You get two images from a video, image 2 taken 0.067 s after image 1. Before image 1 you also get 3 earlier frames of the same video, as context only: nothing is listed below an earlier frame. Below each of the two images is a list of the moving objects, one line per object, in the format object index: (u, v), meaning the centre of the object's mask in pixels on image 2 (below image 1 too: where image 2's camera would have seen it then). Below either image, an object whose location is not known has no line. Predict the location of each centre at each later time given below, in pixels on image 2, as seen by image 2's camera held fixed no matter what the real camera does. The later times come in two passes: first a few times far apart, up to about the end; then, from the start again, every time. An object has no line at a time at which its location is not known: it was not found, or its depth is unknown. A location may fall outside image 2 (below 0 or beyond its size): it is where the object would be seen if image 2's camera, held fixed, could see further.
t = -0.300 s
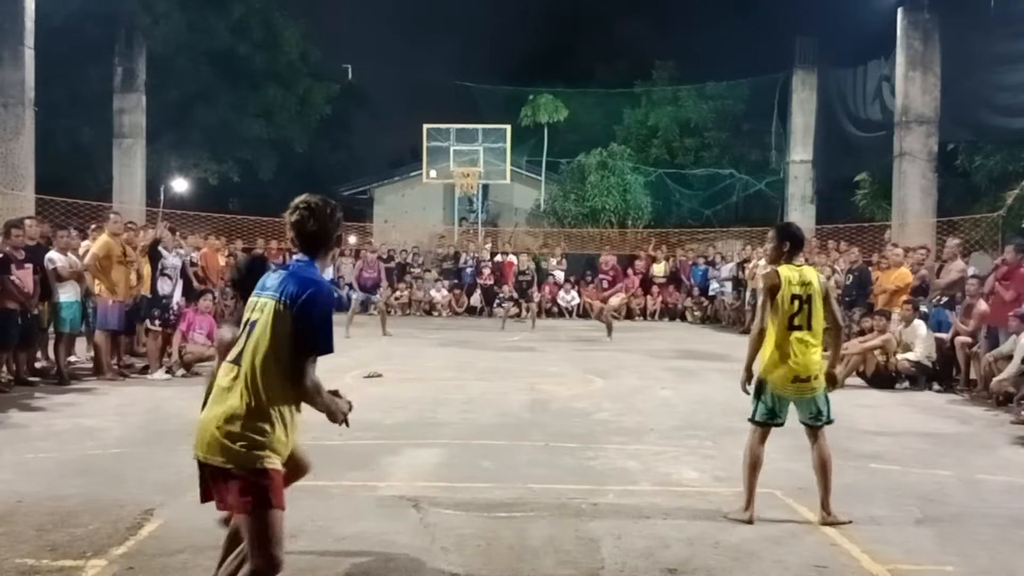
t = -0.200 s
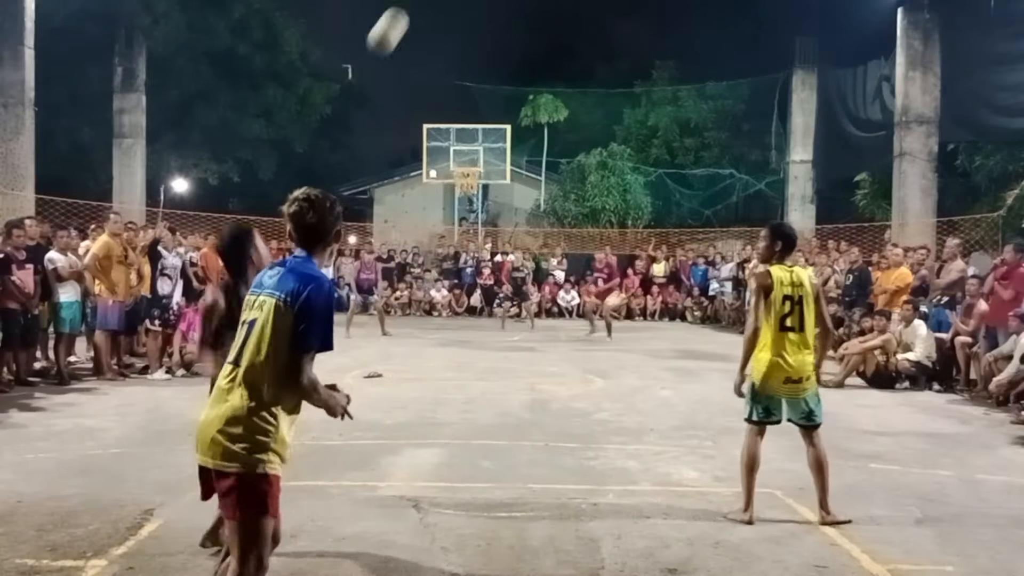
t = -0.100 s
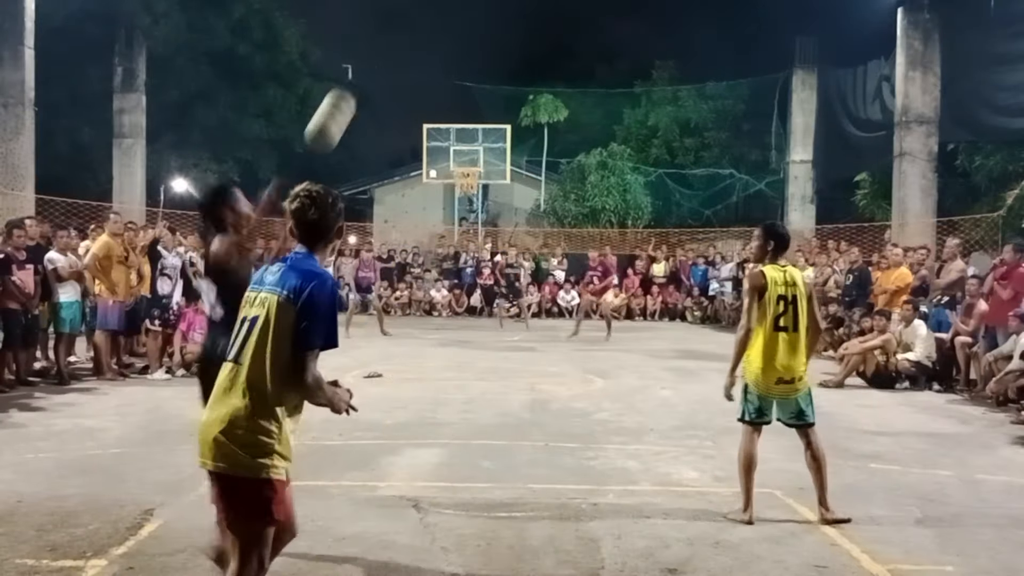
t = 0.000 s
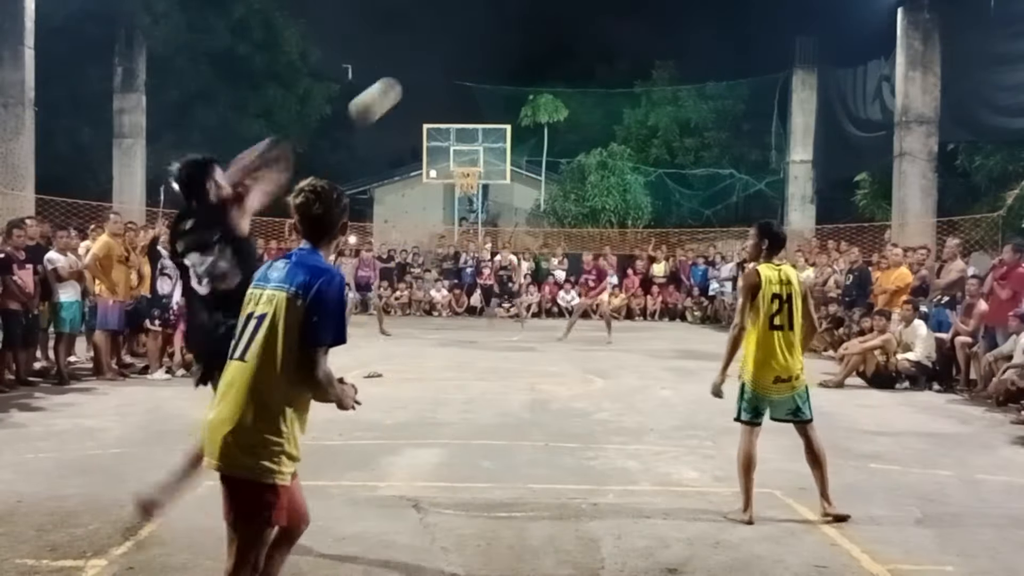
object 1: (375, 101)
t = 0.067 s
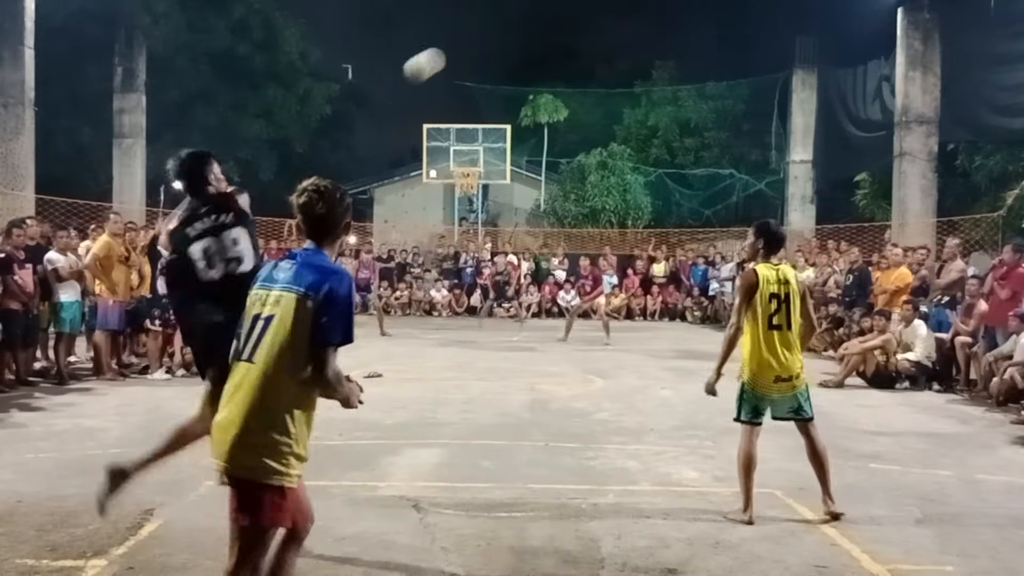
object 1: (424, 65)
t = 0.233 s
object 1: (502, 42)
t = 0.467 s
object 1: (561, 78)
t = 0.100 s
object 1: (444, 55)
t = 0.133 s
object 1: (461, 48)
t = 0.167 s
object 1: (476, 43)
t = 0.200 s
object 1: (490, 42)
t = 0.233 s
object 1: (502, 42)
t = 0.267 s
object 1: (513, 44)
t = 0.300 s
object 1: (523, 47)
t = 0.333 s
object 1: (532, 51)
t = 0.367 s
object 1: (541, 56)
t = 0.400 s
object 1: (548, 63)
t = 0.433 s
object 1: (555, 70)
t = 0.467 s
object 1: (561, 78)
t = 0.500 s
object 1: (567, 86)
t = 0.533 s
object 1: (573, 95)
